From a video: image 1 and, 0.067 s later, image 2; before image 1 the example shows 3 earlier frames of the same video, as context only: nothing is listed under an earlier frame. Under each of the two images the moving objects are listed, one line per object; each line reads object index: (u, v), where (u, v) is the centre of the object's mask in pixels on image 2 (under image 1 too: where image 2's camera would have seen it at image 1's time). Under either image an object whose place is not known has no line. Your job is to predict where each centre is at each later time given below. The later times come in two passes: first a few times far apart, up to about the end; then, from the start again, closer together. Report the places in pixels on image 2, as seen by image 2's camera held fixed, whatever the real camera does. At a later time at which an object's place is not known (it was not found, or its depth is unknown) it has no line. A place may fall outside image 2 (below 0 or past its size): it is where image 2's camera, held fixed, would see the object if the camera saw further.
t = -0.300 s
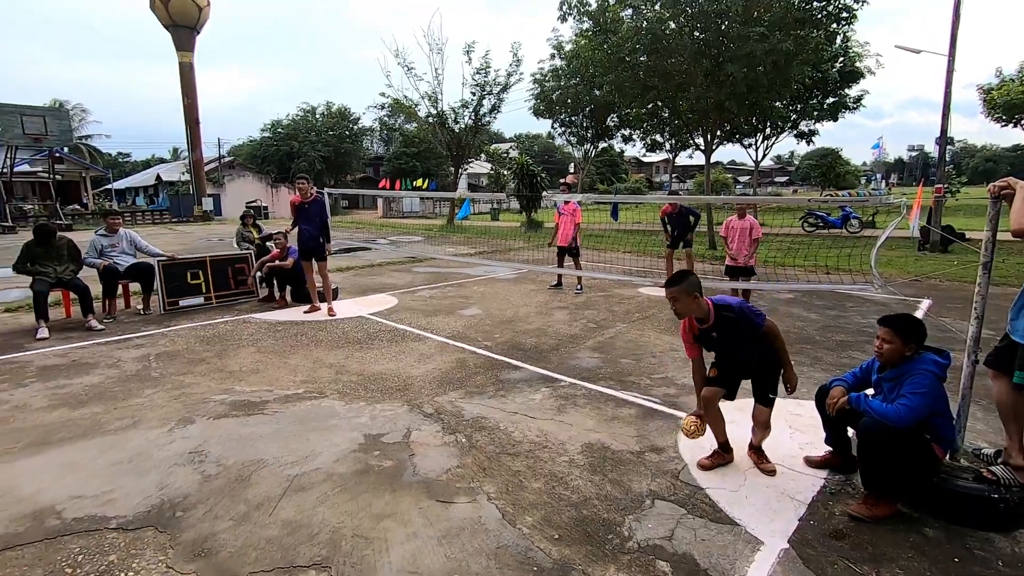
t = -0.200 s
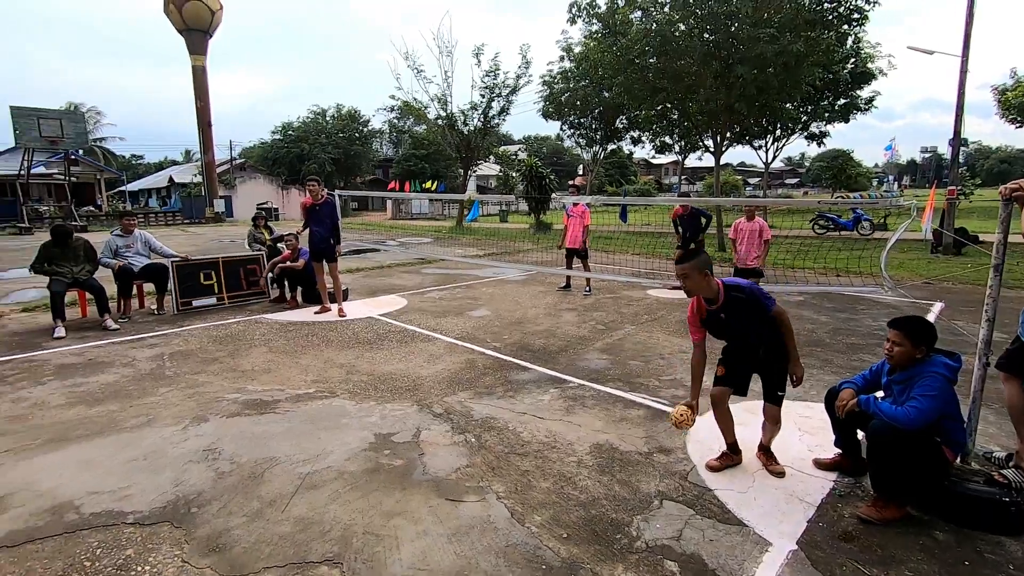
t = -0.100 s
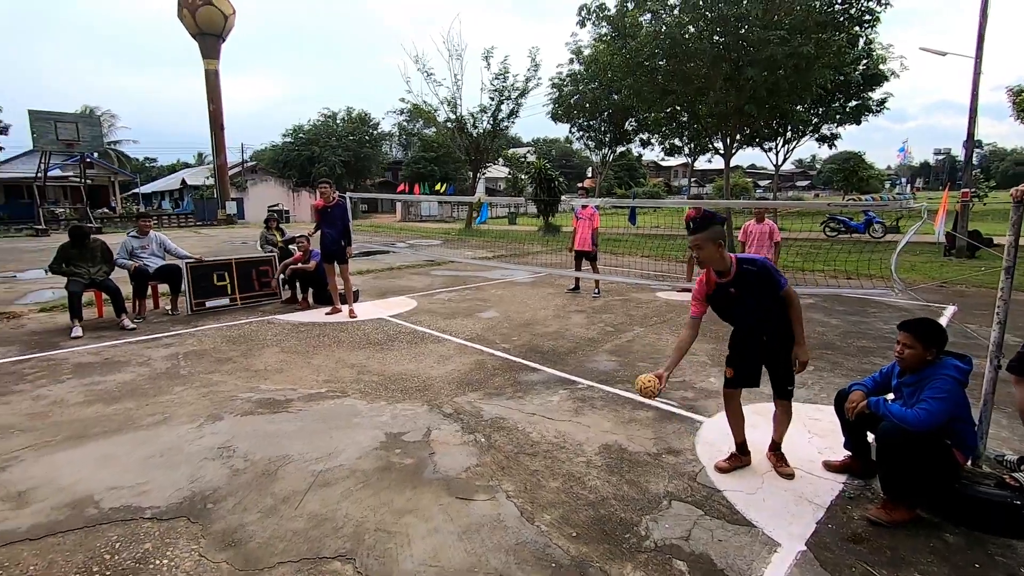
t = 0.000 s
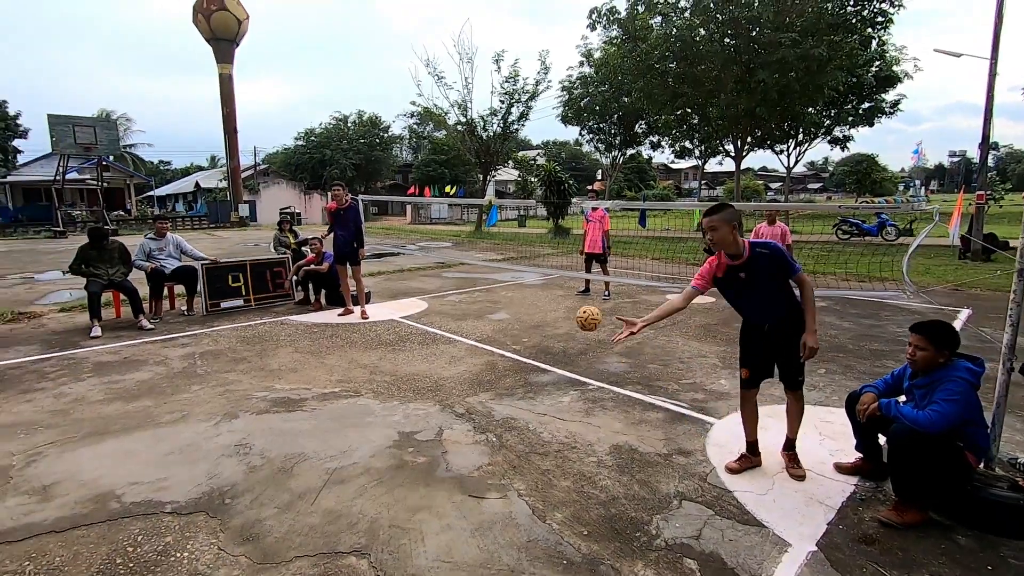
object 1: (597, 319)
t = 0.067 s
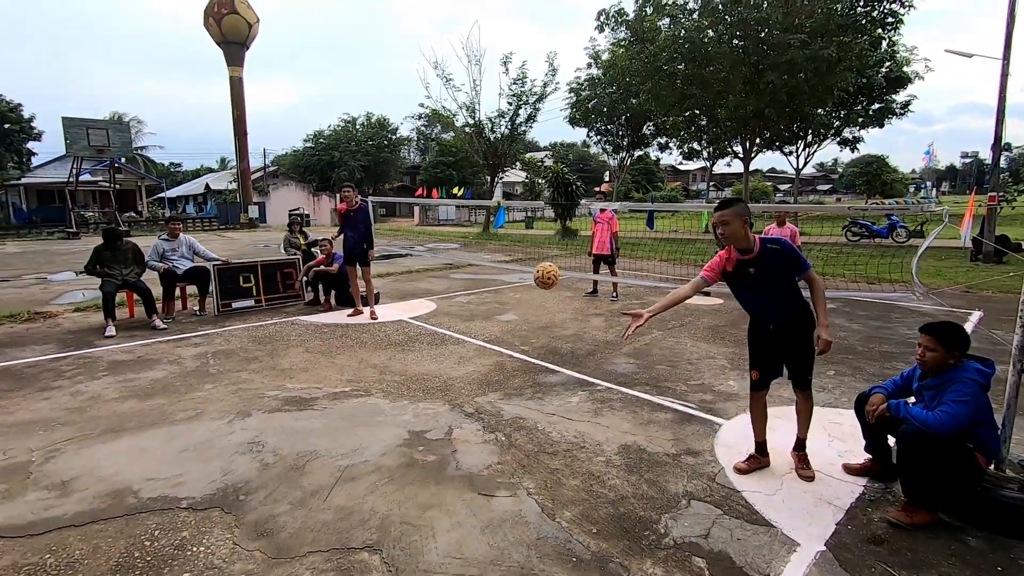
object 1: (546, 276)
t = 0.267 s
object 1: (380, 183)
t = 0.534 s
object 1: (137, 193)
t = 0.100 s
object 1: (520, 256)
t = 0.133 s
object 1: (494, 238)
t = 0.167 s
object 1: (466, 221)
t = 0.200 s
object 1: (438, 206)
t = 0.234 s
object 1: (410, 194)
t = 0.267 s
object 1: (380, 183)
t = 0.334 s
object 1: (322, 170)
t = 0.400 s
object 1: (262, 167)
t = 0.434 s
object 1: (231, 169)
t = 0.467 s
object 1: (200, 174)
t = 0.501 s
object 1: (169, 182)
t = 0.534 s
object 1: (137, 193)
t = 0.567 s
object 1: (105, 206)
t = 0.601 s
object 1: (73, 223)
